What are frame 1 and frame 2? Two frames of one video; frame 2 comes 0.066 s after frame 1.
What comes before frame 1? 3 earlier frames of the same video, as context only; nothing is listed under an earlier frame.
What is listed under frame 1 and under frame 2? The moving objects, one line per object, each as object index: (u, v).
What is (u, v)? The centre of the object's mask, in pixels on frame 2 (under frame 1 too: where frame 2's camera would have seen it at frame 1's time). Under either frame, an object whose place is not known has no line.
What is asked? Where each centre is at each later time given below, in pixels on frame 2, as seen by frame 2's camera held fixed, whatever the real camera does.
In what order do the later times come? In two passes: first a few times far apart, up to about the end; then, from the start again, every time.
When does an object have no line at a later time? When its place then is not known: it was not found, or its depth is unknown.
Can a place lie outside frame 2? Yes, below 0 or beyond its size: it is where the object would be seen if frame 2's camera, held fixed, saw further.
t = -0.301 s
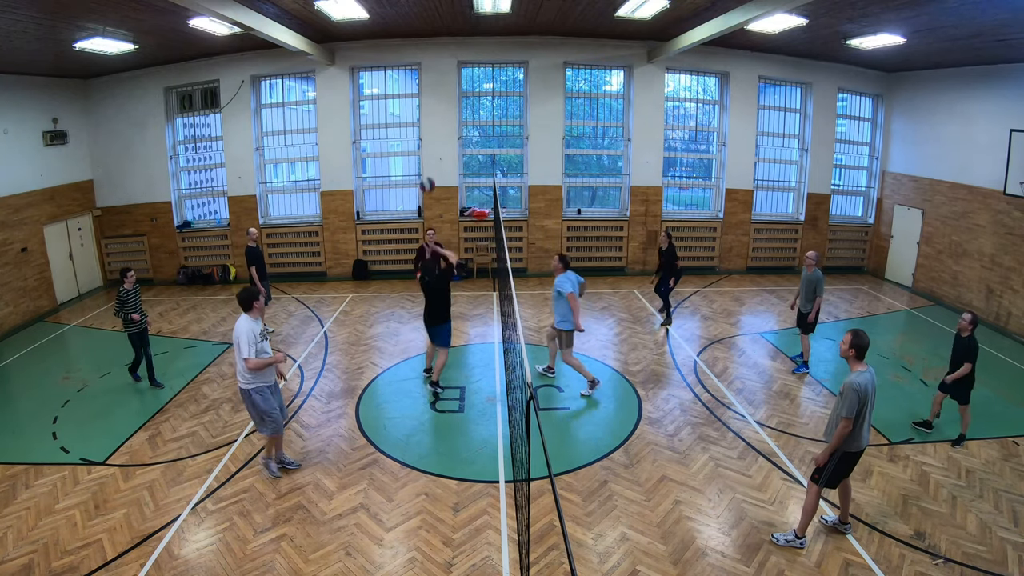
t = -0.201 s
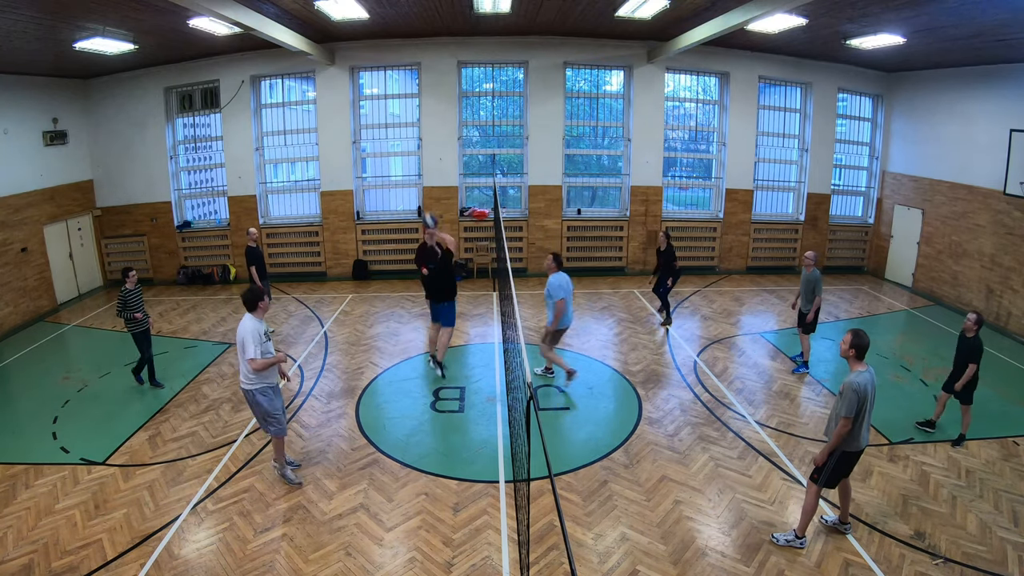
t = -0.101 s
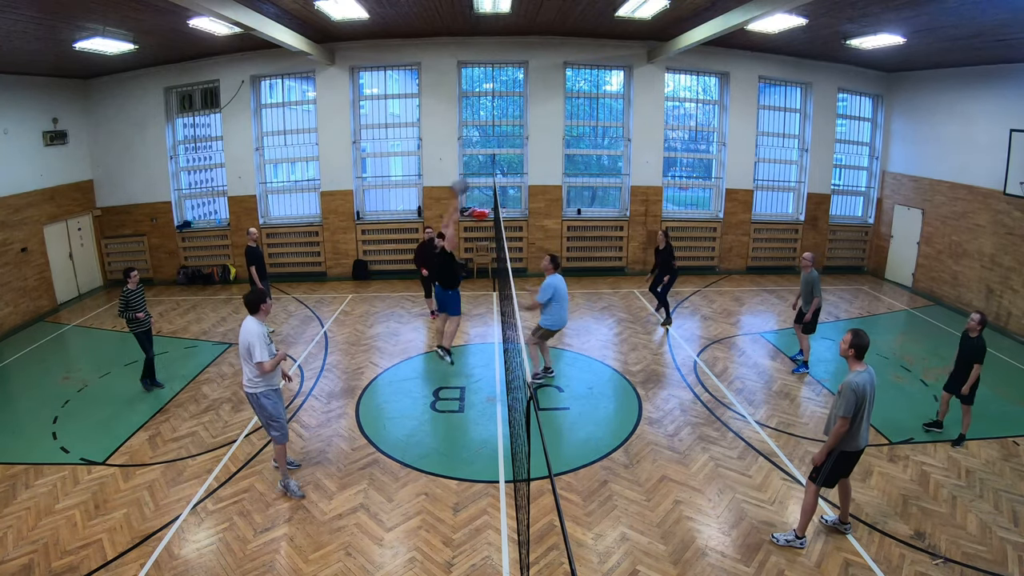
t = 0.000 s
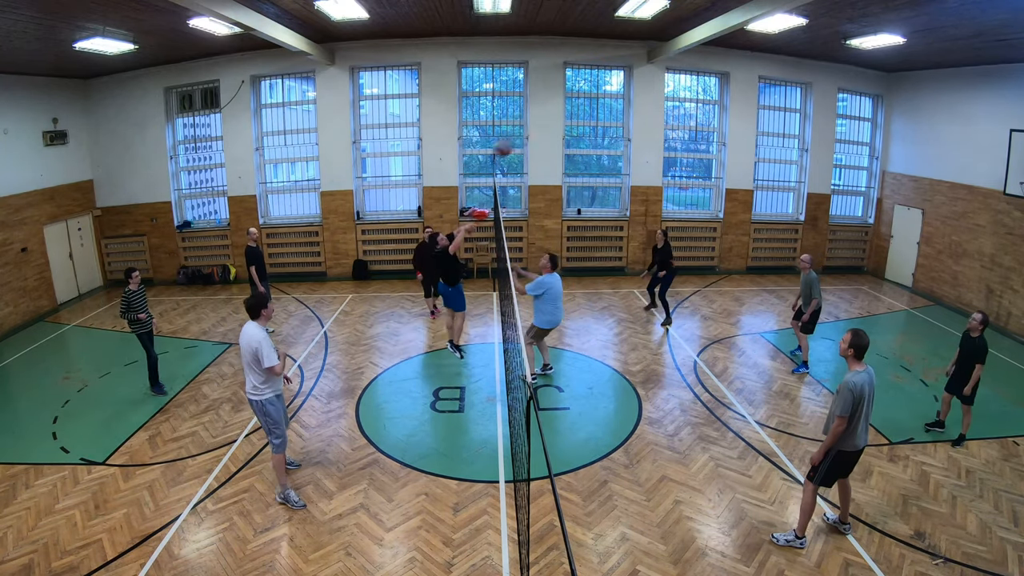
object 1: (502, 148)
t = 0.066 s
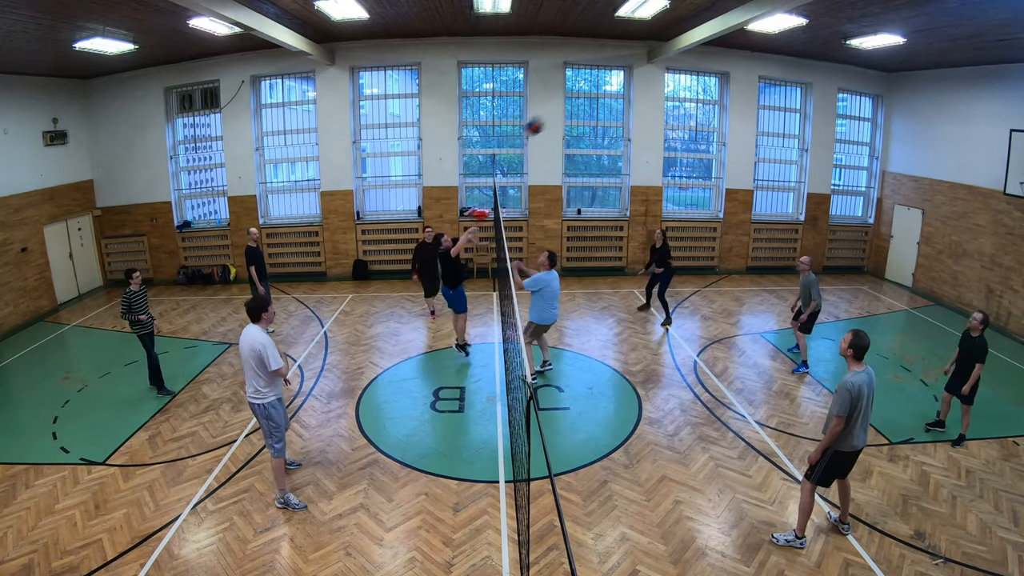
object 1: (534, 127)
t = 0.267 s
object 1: (634, 80)
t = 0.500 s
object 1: (755, 75)
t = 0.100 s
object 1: (550, 116)
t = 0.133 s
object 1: (566, 107)
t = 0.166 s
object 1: (582, 98)
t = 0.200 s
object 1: (598, 91)
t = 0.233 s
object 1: (616, 85)
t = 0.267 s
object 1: (634, 80)
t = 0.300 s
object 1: (650, 76)
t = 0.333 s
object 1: (668, 72)
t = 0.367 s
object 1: (685, 70)
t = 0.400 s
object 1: (703, 69)
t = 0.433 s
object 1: (721, 70)
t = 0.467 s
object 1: (737, 72)
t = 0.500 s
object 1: (755, 75)
